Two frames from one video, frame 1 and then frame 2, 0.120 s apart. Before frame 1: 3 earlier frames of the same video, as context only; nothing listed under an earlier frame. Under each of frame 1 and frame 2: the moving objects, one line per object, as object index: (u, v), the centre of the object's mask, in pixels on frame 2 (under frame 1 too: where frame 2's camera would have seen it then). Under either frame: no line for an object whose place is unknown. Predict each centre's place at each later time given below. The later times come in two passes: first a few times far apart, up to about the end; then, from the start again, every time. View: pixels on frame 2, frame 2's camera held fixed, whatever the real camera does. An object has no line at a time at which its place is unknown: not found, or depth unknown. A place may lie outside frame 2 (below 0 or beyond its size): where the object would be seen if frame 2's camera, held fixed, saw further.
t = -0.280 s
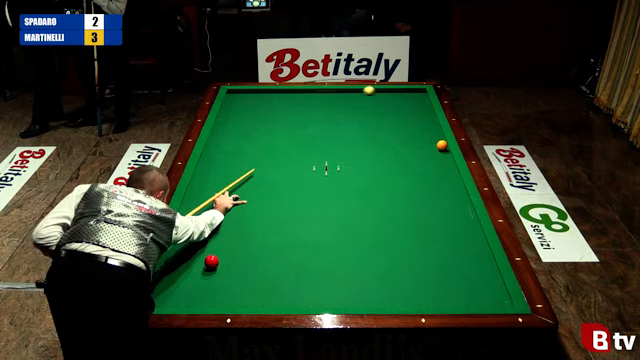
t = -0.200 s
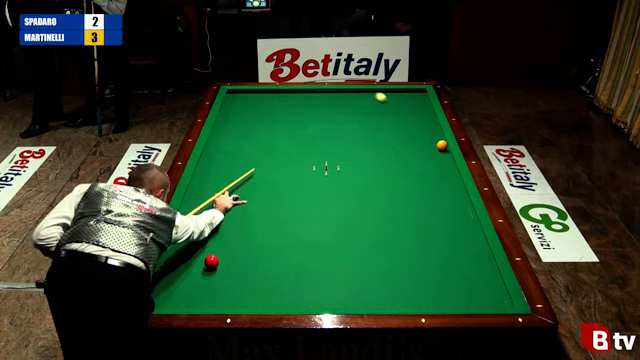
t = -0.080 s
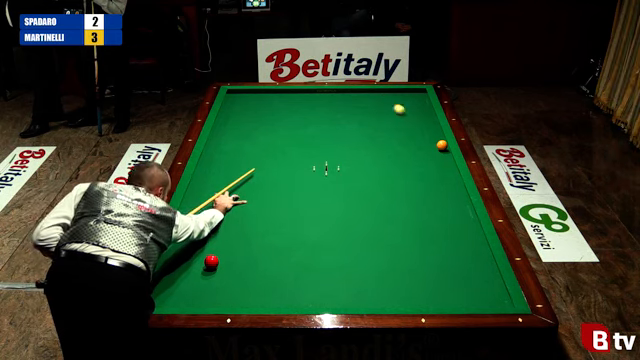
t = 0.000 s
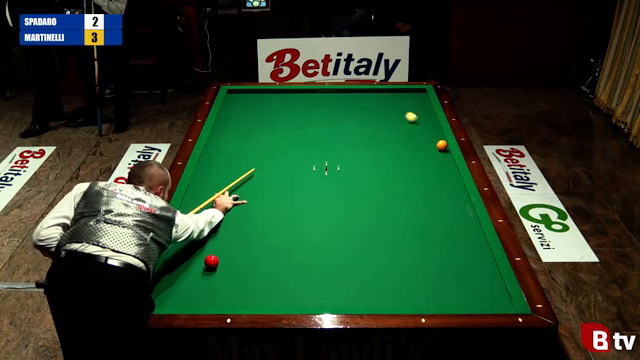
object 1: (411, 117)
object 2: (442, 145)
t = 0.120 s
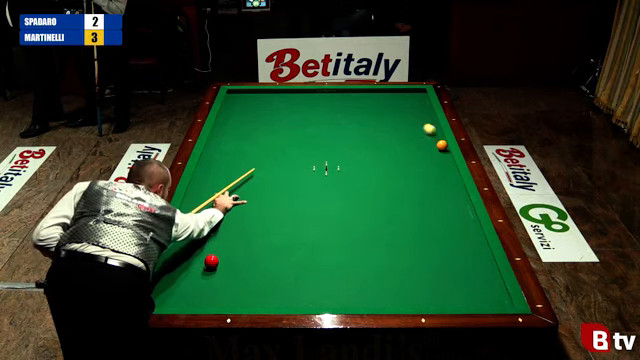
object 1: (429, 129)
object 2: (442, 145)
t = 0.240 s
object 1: (435, 140)
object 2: (442, 145)
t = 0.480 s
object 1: (401, 151)
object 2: (433, 155)
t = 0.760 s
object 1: (364, 166)
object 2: (420, 166)
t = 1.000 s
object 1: (331, 179)
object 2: (408, 174)
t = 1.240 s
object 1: (294, 193)
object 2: (396, 184)
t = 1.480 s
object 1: (255, 208)
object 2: (383, 193)
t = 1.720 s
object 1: (213, 225)
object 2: (370, 203)
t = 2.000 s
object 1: (178, 243)
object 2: (354, 215)
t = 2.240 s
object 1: (195, 256)
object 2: (340, 226)
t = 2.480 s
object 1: (195, 266)
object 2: (326, 237)
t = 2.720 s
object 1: (192, 275)
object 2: (310, 248)
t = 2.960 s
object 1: (188, 284)
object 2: (295, 260)
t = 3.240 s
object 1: (184, 295)
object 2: (287, 272)
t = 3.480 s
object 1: (181, 301)
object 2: (296, 279)
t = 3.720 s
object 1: (177, 300)
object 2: (304, 285)
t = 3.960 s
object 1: (173, 297)
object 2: (312, 291)
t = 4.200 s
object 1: (169, 294)
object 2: (320, 297)
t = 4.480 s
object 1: (166, 290)
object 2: (329, 302)
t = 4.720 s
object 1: (163, 287)
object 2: (334, 301)
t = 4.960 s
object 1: (161, 284)
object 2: (339, 299)
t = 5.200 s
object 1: (159, 281)
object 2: (343, 298)
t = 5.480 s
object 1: (158, 279)
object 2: (346, 294)
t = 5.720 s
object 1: (160, 276)
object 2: (350, 292)
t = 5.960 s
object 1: (162, 275)
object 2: (352, 290)
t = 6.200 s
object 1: (163, 273)
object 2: (354, 289)
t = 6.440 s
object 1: (164, 272)
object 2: (356, 287)
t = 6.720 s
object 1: (165, 271)
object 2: (358, 286)
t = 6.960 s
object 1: (165, 270)
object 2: (359, 285)
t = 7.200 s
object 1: (166, 270)
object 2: (359, 285)
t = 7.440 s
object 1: (166, 270)
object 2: (360, 284)
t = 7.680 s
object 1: (166, 270)
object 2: (360, 284)
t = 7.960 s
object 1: (166, 270)
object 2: (360, 284)
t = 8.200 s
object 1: (166, 270)
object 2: (360, 284)
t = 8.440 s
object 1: (166, 270)
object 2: (360, 284)
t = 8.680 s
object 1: (166, 270)
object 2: (360, 284)
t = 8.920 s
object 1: (166, 270)
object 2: (360, 284)
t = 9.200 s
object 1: (166, 270)
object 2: (360, 284)
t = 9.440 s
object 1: (166, 270)
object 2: (360, 284)
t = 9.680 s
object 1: (166, 270)
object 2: (360, 284)
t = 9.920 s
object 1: (166, 270)
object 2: (360, 284)
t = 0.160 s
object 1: (436, 133)
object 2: (442, 145)
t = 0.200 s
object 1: (438, 136)
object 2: (442, 145)
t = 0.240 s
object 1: (435, 140)
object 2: (442, 145)
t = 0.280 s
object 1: (430, 143)
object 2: (442, 147)
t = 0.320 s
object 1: (424, 144)
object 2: (440, 149)
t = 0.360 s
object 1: (418, 146)
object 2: (439, 151)
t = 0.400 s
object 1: (412, 147)
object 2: (436, 152)
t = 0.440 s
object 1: (406, 149)
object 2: (435, 154)
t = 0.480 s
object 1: (401, 151)
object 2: (433, 155)
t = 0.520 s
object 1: (396, 153)
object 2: (431, 157)
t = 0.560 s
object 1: (391, 155)
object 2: (429, 158)
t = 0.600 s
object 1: (386, 157)
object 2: (427, 160)
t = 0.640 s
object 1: (381, 159)
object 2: (425, 161)
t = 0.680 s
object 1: (375, 161)
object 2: (424, 162)
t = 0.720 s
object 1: (370, 163)
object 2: (421, 164)
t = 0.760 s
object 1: (364, 166)
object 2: (420, 166)
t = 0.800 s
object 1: (359, 168)
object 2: (418, 167)
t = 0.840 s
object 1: (353, 170)
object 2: (416, 168)
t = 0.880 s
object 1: (348, 172)
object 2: (414, 170)
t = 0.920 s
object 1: (342, 174)
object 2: (412, 171)
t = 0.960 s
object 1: (336, 177)
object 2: (410, 173)
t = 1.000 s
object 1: (331, 179)
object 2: (408, 174)
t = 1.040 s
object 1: (325, 181)
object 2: (406, 176)
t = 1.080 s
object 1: (319, 183)
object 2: (404, 177)
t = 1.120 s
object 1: (312, 186)
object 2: (402, 179)
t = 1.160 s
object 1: (306, 188)
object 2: (400, 180)
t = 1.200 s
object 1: (300, 190)
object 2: (398, 182)
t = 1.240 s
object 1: (294, 193)
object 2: (396, 184)
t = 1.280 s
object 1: (288, 195)
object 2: (394, 185)
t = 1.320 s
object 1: (281, 198)
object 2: (392, 187)
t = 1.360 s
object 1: (275, 201)
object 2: (390, 188)
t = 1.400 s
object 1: (268, 203)
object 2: (387, 190)
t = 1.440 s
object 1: (262, 206)
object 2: (385, 191)
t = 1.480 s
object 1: (255, 208)
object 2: (383, 193)
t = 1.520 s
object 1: (248, 211)
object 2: (381, 195)
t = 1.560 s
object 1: (242, 214)
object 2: (379, 197)
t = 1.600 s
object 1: (235, 216)
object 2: (377, 198)
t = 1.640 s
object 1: (227, 219)
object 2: (374, 200)
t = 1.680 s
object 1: (220, 222)
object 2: (372, 201)
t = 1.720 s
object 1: (213, 225)
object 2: (370, 203)
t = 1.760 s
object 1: (206, 227)
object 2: (368, 205)
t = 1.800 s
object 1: (199, 230)
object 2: (366, 206)
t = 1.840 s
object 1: (191, 233)
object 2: (363, 208)
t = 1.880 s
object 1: (184, 236)
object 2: (361, 210)
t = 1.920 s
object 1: (176, 239)
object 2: (359, 211)
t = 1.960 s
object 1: (173, 241)
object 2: (357, 213)
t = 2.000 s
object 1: (178, 243)
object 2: (354, 215)
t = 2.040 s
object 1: (182, 245)
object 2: (352, 217)
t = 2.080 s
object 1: (185, 247)
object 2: (350, 219)
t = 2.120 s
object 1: (187, 249)
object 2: (347, 220)
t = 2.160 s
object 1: (190, 252)
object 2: (345, 222)
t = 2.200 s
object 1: (192, 254)
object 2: (343, 224)
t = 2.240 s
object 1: (195, 256)
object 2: (340, 226)
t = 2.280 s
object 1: (197, 258)
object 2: (338, 227)
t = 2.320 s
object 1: (198, 260)
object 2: (335, 229)
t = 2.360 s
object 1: (197, 261)
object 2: (333, 231)
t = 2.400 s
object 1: (196, 263)
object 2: (330, 233)
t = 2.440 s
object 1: (196, 264)
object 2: (328, 235)
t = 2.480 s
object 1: (195, 266)
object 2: (326, 237)
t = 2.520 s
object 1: (195, 267)
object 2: (323, 239)
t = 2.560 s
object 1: (194, 269)
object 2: (321, 241)
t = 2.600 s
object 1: (193, 270)
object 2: (318, 243)
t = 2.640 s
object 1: (193, 272)
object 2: (316, 244)
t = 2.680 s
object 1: (192, 273)
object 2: (313, 246)
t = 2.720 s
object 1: (192, 275)
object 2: (310, 248)
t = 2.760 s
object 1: (191, 276)
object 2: (308, 250)
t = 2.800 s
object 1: (190, 278)
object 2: (305, 252)
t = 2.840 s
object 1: (190, 279)
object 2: (303, 254)
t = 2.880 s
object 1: (189, 281)
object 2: (300, 257)
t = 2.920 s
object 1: (189, 282)
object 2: (297, 258)
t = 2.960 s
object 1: (188, 284)
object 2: (295, 260)
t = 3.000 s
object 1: (188, 285)
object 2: (292, 262)
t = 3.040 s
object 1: (187, 287)
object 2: (290, 264)
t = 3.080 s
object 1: (186, 288)
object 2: (287, 266)
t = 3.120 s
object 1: (186, 290)
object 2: (284, 268)
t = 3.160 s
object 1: (185, 291)
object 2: (284, 270)
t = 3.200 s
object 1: (185, 293)
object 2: (286, 271)
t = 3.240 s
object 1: (184, 295)
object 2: (287, 272)
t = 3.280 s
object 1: (183, 296)
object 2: (289, 273)
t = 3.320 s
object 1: (183, 298)
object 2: (290, 274)
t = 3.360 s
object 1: (182, 298)
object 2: (292, 275)
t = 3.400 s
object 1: (182, 300)
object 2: (293, 276)
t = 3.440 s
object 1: (181, 300)
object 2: (294, 278)
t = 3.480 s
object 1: (181, 301)
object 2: (296, 279)
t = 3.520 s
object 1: (180, 302)
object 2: (297, 280)
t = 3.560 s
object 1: (179, 302)
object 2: (298, 281)
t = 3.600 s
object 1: (179, 302)
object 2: (300, 282)
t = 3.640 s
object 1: (178, 301)
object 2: (301, 283)
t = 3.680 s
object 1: (177, 301)
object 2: (302, 284)
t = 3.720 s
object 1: (177, 300)
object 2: (304, 285)
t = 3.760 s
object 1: (176, 300)
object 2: (305, 286)
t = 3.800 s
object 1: (176, 299)
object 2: (307, 287)
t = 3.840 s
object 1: (175, 299)
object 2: (308, 288)
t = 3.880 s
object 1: (174, 298)
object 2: (309, 289)
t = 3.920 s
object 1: (174, 298)
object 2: (311, 290)
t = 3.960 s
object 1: (173, 297)
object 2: (312, 291)
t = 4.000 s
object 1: (172, 297)
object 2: (313, 292)
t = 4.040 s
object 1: (172, 296)
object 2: (315, 293)
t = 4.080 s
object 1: (171, 296)
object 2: (316, 294)
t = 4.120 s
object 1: (170, 295)
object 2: (317, 295)
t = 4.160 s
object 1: (170, 294)
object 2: (319, 296)
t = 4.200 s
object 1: (169, 294)
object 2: (320, 297)
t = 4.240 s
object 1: (169, 293)
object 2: (321, 298)
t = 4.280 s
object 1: (168, 293)
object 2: (323, 299)
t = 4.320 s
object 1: (168, 292)
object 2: (324, 299)
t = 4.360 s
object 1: (167, 292)
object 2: (325, 300)
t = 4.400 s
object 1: (167, 291)
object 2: (327, 301)
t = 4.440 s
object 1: (166, 291)
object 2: (328, 302)
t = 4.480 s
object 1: (166, 290)
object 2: (329, 302)
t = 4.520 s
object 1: (165, 290)
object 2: (330, 302)
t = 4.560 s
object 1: (165, 289)
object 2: (331, 302)
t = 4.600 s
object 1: (165, 288)
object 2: (332, 302)
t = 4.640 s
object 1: (164, 288)
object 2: (333, 301)
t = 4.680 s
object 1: (164, 287)
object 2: (334, 301)
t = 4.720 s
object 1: (163, 287)
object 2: (334, 301)
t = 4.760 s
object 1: (163, 286)
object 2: (335, 301)
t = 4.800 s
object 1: (162, 286)
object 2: (336, 300)
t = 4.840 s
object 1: (162, 285)
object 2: (336, 300)
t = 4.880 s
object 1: (162, 285)
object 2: (337, 300)
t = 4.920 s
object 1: (161, 285)
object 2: (338, 299)
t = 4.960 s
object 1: (161, 284)
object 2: (339, 299)
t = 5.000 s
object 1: (161, 284)
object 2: (339, 299)
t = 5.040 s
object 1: (160, 283)
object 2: (340, 299)
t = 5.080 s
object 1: (160, 283)
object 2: (341, 298)
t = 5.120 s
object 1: (159, 282)
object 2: (341, 298)
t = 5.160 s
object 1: (159, 282)
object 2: (342, 298)
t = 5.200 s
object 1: (159, 281)
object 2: (343, 298)
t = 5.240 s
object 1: (159, 281)
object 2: (343, 297)
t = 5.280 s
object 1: (158, 281)
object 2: (344, 297)
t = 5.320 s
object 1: (158, 280)
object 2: (344, 296)
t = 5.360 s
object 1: (158, 280)
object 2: (345, 296)
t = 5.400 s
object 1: (157, 280)
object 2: (345, 295)
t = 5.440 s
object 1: (157, 279)
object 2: (346, 295)
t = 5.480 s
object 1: (158, 279)
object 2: (346, 294)
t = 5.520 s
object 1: (158, 278)
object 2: (347, 294)
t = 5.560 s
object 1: (159, 278)
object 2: (347, 294)
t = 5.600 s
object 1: (159, 278)
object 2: (348, 293)
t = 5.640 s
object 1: (159, 277)
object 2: (349, 293)
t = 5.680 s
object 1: (160, 277)
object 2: (349, 293)
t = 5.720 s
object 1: (160, 276)
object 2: (350, 292)
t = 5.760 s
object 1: (160, 276)
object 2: (350, 292)
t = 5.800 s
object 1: (161, 276)
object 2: (350, 291)
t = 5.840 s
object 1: (161, 276)
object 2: (351, 291)
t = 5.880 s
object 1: (161, 275)
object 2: (351, 291)
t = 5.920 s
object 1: (161, 275)
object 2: (352, 291)
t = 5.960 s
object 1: (162, 275)
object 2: (352, 290)
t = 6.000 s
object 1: (162, 274)
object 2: (352, 290)
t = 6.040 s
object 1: (162, 274)
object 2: (353, 290)
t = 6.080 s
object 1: (162, 274)
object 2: (353, 290)
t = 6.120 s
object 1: (163, 274)
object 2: (353, 289)
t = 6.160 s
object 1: (163, 273)
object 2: (354, 289)
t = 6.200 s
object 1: (163, 273)
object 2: (354, 289)
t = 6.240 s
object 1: (163, 273)
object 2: (354, 289)
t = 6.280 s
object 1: (163, 273)
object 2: (355, 288)
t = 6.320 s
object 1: (164, 272)
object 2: (355, 288)
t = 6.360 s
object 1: (164, 272)
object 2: (356, 288)
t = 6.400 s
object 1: (164, 272)
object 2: (356, 288)
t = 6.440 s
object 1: (164, 272)
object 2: (356, 287)
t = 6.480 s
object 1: (164, 272)
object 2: (356, 287)
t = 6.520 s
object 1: (164, 272)
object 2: (357, 287)
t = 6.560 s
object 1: (165, 272)
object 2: (357, 286)
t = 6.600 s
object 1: (165, 271)
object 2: (357, 286)
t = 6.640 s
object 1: (165, 271)
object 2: (357, 286)
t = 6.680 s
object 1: (165, 271)
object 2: (358, 286)
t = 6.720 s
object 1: (165, 271)
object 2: (358, 286)
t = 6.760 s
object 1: (165, 271)
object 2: (358, 286)
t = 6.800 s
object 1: (165, 270)
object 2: (358, 285)
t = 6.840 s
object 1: (165, 270)
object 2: (358, 285)
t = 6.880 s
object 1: (165, 270)
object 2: (358, 285)
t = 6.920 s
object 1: (165, 270)
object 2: (358, 285)
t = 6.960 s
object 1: (165, 270)
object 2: (359, 285)
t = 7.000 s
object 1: (165, 270)
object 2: (359, 285)
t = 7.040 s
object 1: (166, 270)
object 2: (359, 285)
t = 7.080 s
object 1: (166, 270)
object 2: (359, 285)
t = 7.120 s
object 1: (166, 270)
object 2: (359, 285)
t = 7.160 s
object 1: (166, 270)
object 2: (359, 285)
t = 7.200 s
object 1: (166, 270)
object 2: (359, 285)
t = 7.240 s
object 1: (166, 270)
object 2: (359, 285)
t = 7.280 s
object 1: (166, 270)
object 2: (360, 284)
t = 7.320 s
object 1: (166, 270)
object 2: (360, 284)
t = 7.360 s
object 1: (166, 270)
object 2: (359, 284)
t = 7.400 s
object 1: (166, 270)
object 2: (360, 284)
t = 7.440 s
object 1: (166, 270)
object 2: (360, 284)
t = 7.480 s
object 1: (166, 270)
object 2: (360, 284)
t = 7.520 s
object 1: (166, 270)
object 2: (360, 284)
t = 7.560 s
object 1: (166, 270)
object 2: (360, 284)
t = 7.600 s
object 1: (166, 270)
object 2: (360, 284)
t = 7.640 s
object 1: (166, 270)
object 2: (360, 284)
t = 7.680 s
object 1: (166, 270)
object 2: (360, 284)
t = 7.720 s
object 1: (166, 270)
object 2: (360, 284)
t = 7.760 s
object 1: (166, 270)
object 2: (360, 284)
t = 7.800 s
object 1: (166, 270)
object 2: (360, 284)
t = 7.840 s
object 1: (166, 270)
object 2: (360, 284)
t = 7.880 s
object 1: (166, 270)
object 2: (360, 284)
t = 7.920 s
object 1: (166, 270)
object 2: (360, 284)
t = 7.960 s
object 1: (166, 270)
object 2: (360, 284)
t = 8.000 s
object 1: (166, 270)
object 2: (360, 284)
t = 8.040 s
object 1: (166, 270)
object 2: (360, 284)
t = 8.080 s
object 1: (166, 270)
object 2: (360, 284)
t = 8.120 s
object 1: (166, 270)
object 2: (360, 284)
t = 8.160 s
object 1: (166, 270)
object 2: (360, 284)
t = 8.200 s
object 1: (166, 270)
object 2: (360, 284)
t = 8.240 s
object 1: (166, 270)
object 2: (360, 284)
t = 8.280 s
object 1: (166, 270)
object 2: (360, 284)
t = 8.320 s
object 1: (166, 270)
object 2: (360, 284)
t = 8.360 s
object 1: (166, 270)
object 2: (360, 284)
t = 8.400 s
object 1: (166, 270)
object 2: (360, 284)
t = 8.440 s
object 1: (166, 270)
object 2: (360, 284)
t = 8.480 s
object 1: (166, 270)
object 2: (360, 284)
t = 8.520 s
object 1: (166, 270)
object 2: (360, 284)
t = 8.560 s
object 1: (166, 270)
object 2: (360, 284)
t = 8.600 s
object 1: (166, 270)
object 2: (360, 284)
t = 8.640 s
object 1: (166, 270)
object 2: (360, 284)
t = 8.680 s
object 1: (166, 270)
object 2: (360, 284)
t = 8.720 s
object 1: (166, 270)
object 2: (360, 284)
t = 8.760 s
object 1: (166, 270)
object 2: (360, 284)
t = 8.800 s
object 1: (166, 270)
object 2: (360, 284)
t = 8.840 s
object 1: (166, 270)
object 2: (360, 284)
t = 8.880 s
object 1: (166, 270)
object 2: (360, 284)
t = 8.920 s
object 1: (166, 270)
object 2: (360, 284)
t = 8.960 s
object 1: (166, 270)
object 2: (360, 284)
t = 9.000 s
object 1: (166, 270)
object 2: (360, 284)
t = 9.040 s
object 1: (166, 270)
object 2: (360, 284)
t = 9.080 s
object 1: (166, 270)
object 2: (360, 284)
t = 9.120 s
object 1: (166, 270)
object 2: (360, 284)
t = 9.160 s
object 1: (166, 270)
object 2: (360, 284)
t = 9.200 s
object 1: (166, 270)
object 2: (360, 284)
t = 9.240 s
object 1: (166, 270)
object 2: (360, 284)
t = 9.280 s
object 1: (166, 270)
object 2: (360, 284)
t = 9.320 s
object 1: (166, 270)
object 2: (360, 284)
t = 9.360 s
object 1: (166, 270)
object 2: (360, 284)
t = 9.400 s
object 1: (166, 270)
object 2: (360, 284)
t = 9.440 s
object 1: (166, 270)
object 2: (360, 284)
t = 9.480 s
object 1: (166, 270)
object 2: (360, 284)
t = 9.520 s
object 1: (166, 270)
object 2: (360, 284)
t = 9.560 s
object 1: (166, 270)
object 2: (360, 284)
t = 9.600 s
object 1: (166, 270)
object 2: (360, 284)
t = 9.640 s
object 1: (166, 270)
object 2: (360, 284)
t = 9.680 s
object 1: (166, 270)
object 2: (360, 284)
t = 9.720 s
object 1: (166, 270)
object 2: (360, 284)
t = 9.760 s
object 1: (166, 270)
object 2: (360, 284)
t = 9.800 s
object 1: (166, 270)
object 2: (360, 284)
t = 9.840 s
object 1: (166, 270)
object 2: (360, 284)
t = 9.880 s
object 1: (166, 270)
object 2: (360, 284)
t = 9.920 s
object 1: (166, 270)
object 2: (360, 284)
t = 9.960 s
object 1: (166, 270)
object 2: (360, 284)
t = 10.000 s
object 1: (166, 270)
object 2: (360, 284)
